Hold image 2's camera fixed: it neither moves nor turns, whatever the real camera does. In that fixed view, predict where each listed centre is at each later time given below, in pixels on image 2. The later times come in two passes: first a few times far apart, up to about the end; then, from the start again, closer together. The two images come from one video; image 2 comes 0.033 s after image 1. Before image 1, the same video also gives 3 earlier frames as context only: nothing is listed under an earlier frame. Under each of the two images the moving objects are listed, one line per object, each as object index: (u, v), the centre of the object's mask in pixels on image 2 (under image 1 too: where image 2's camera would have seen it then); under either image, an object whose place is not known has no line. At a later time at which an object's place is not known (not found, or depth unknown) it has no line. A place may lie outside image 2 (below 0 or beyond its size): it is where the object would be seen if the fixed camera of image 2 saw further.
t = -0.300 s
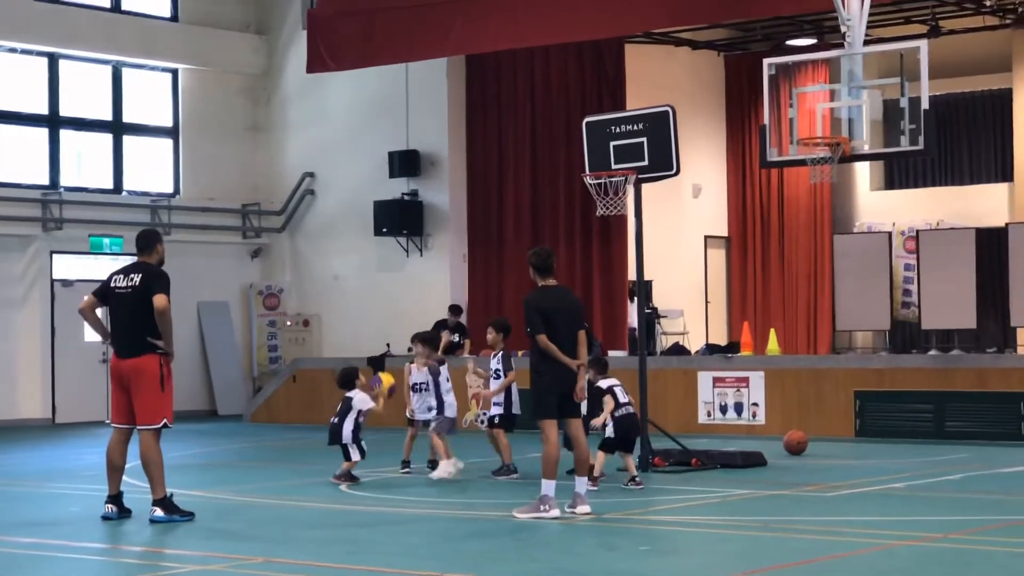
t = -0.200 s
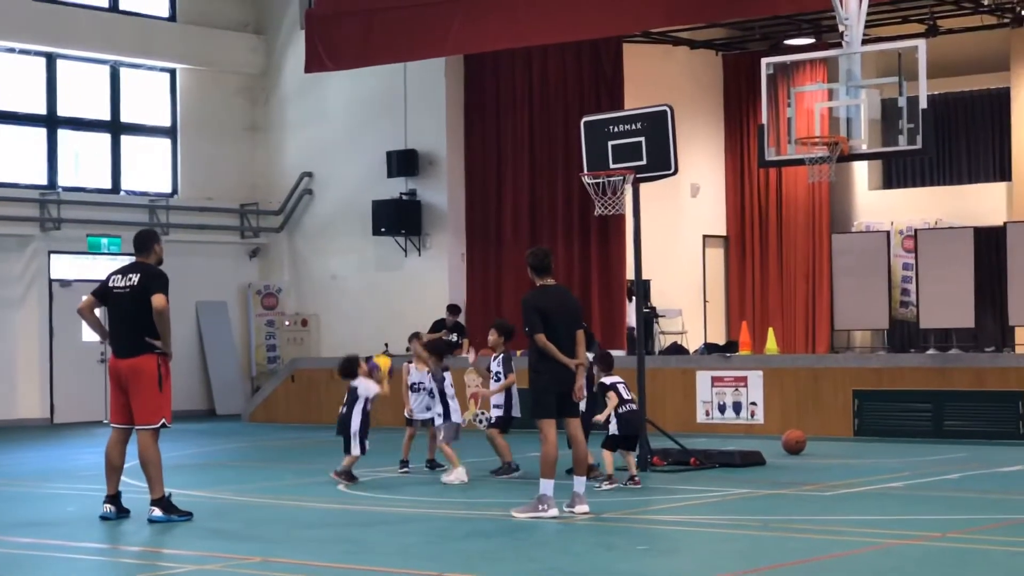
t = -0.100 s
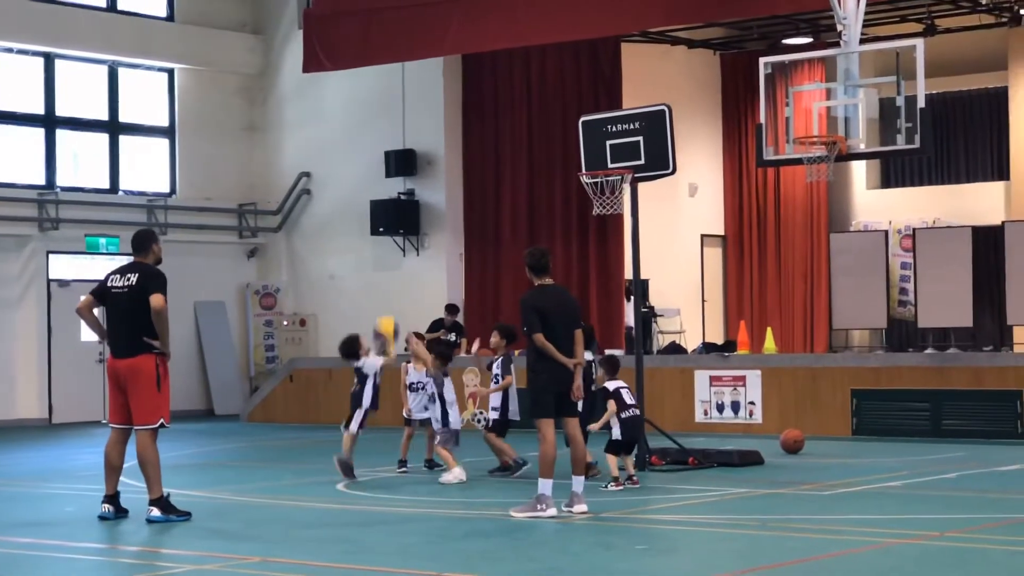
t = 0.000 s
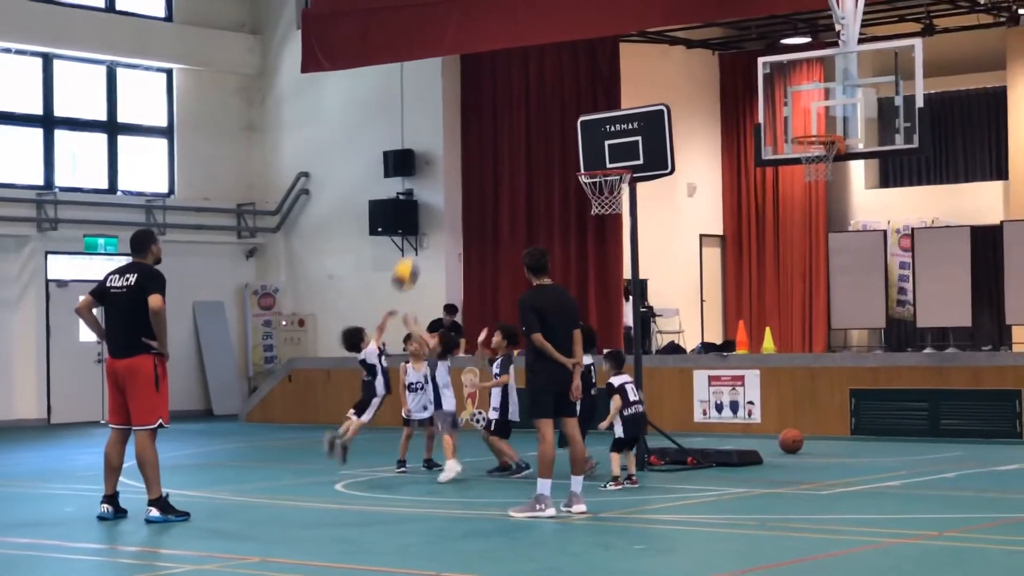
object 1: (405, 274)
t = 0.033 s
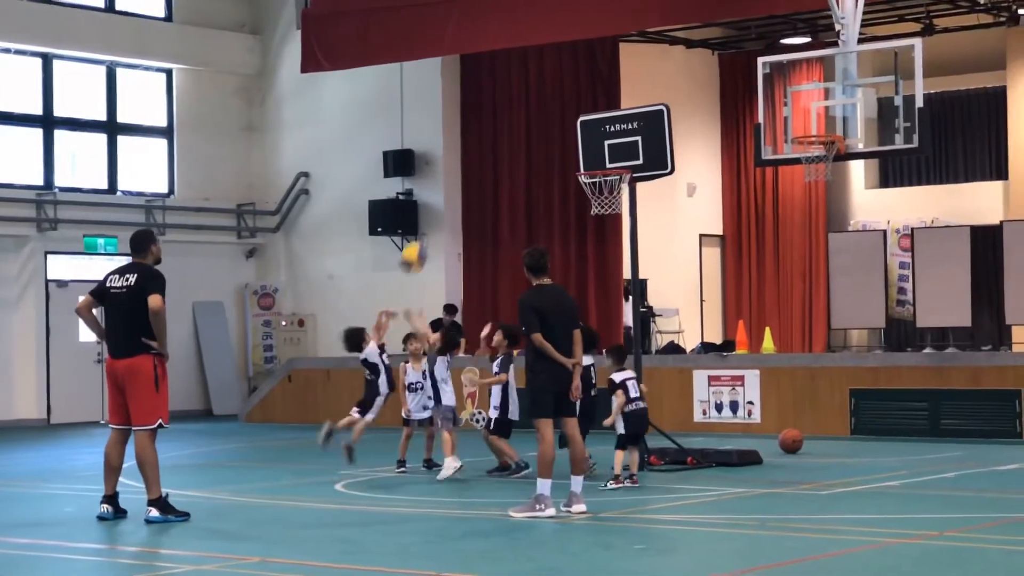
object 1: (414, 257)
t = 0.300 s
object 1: (477, 168)
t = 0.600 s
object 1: (551, 167)
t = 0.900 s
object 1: (562, 261)
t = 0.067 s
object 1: (422, 241)
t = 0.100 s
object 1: (429, 225)
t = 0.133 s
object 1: (437, 214)
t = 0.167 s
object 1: (445, 202)
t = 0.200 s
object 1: (453, 192)
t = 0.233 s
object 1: (461, 183)
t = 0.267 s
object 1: (470, 174)
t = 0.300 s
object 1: (477, 168)
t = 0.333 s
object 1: (485, 163)
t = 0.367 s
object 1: (493, 159)
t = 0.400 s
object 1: (501, 156)
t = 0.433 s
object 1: (508, 155)
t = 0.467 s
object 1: (516, 155)
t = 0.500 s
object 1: (525, 156)
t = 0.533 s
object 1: (533, 159)
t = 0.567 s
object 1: (543, 162)
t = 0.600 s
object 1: (551, 167)
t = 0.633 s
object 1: (560, 173)
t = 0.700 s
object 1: (566, 188)
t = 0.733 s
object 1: (566, 195)
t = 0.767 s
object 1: (565, 206)
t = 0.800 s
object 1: (564, 218)
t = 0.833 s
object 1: (564, 231)
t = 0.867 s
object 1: (561, 245)
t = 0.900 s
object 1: (562, 261)
